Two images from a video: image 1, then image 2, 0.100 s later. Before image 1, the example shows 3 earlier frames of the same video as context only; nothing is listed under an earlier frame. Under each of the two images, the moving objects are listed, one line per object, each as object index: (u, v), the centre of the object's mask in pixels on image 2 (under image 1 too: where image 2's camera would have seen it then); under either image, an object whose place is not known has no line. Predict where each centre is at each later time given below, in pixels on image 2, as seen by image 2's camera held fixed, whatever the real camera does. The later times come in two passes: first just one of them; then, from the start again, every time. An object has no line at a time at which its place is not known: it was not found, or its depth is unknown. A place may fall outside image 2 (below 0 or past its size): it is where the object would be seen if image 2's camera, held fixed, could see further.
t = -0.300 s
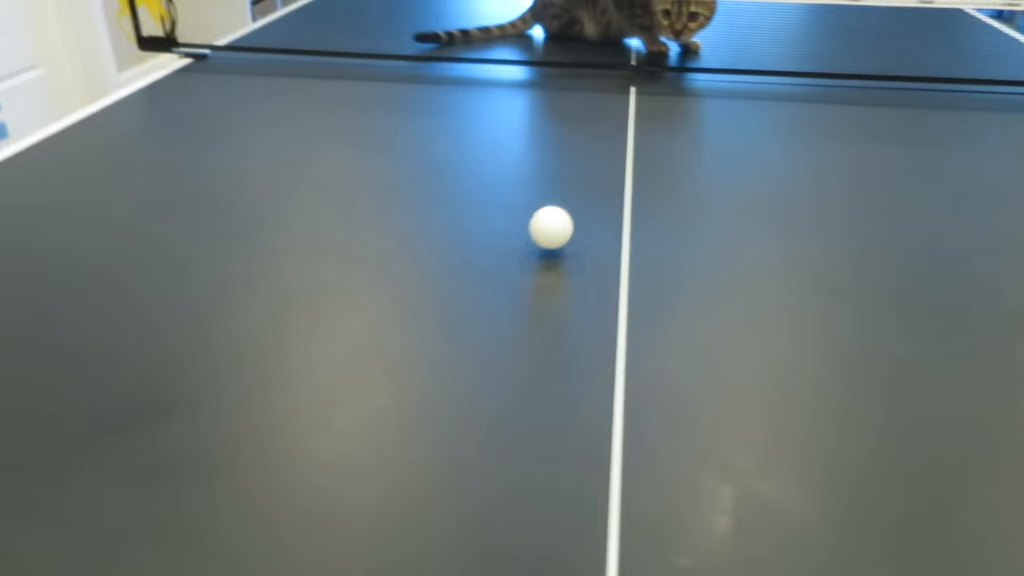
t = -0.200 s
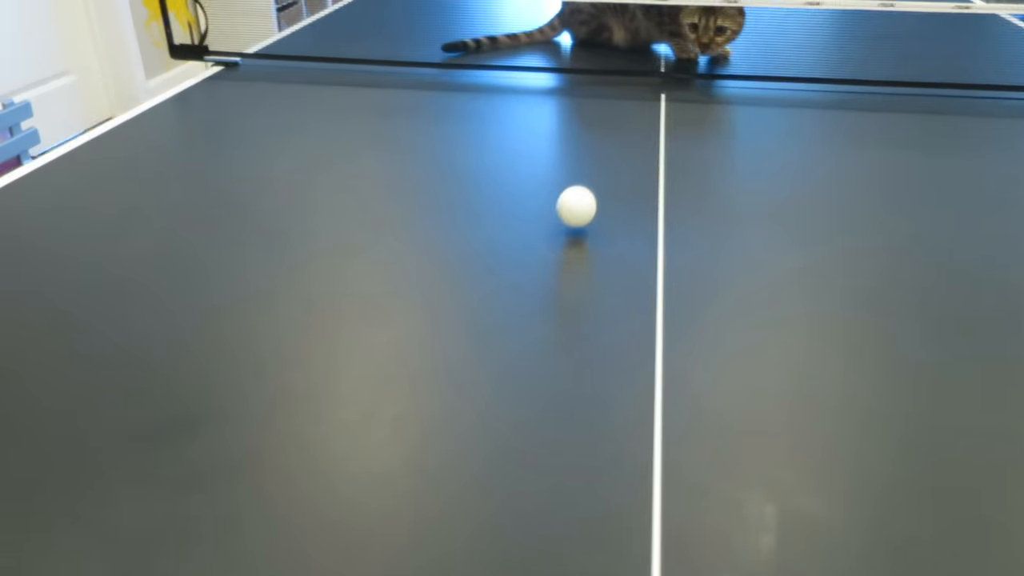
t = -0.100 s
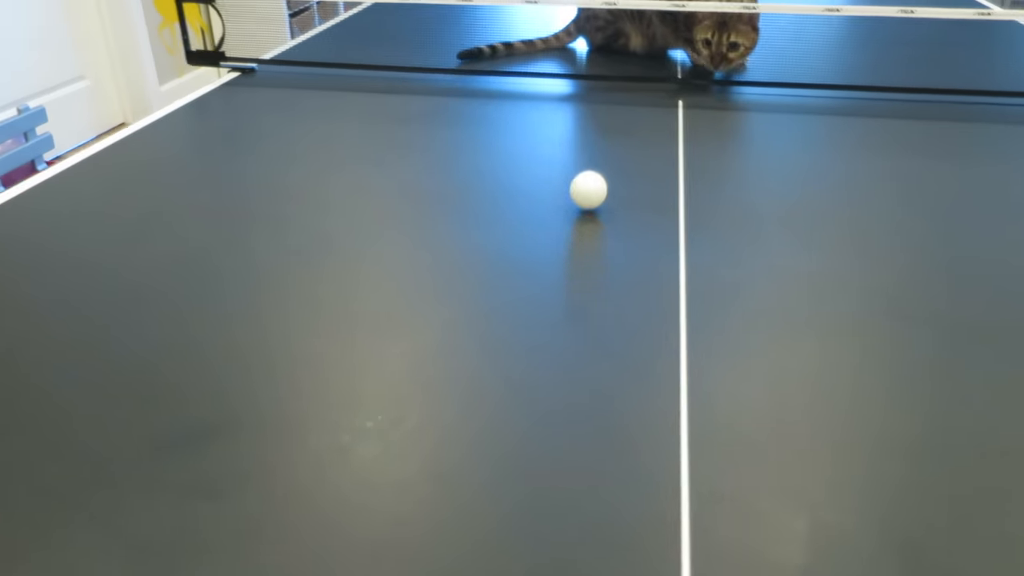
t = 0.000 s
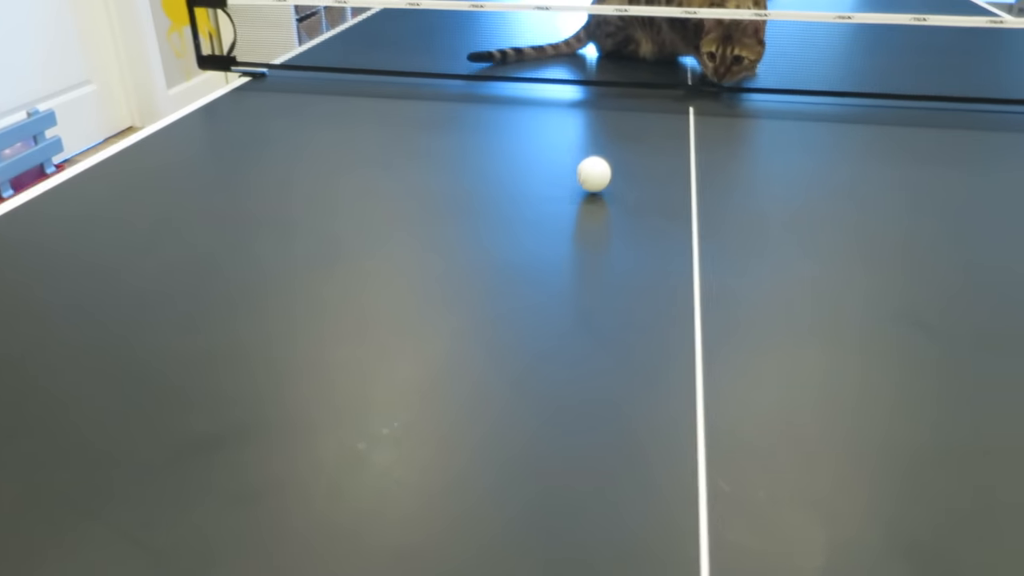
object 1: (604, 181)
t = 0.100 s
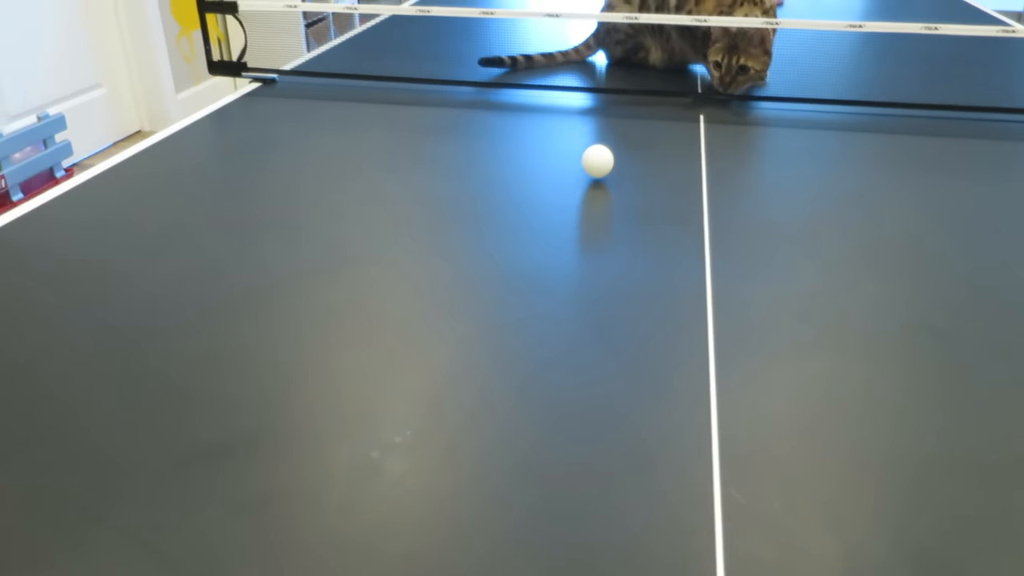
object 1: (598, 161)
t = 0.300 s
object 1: (586, 129)
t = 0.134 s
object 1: (596, 155)
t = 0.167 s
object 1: (594, 150)
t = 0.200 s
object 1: (592, 144)
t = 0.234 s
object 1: (590, 139)
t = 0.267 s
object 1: (588, 134)
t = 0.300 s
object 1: (586, 129)
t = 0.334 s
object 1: (584, 124)
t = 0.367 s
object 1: (582, 120)
